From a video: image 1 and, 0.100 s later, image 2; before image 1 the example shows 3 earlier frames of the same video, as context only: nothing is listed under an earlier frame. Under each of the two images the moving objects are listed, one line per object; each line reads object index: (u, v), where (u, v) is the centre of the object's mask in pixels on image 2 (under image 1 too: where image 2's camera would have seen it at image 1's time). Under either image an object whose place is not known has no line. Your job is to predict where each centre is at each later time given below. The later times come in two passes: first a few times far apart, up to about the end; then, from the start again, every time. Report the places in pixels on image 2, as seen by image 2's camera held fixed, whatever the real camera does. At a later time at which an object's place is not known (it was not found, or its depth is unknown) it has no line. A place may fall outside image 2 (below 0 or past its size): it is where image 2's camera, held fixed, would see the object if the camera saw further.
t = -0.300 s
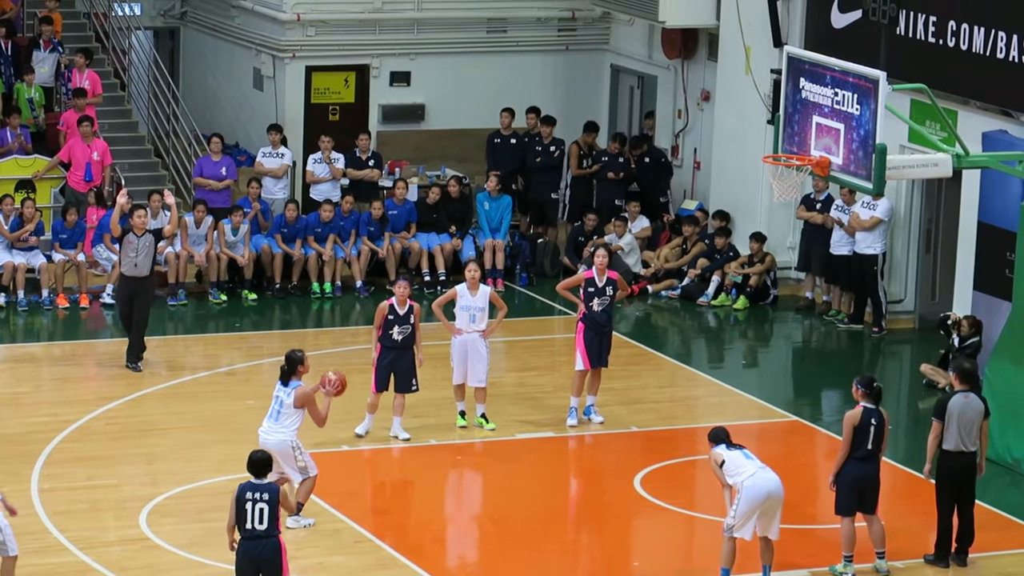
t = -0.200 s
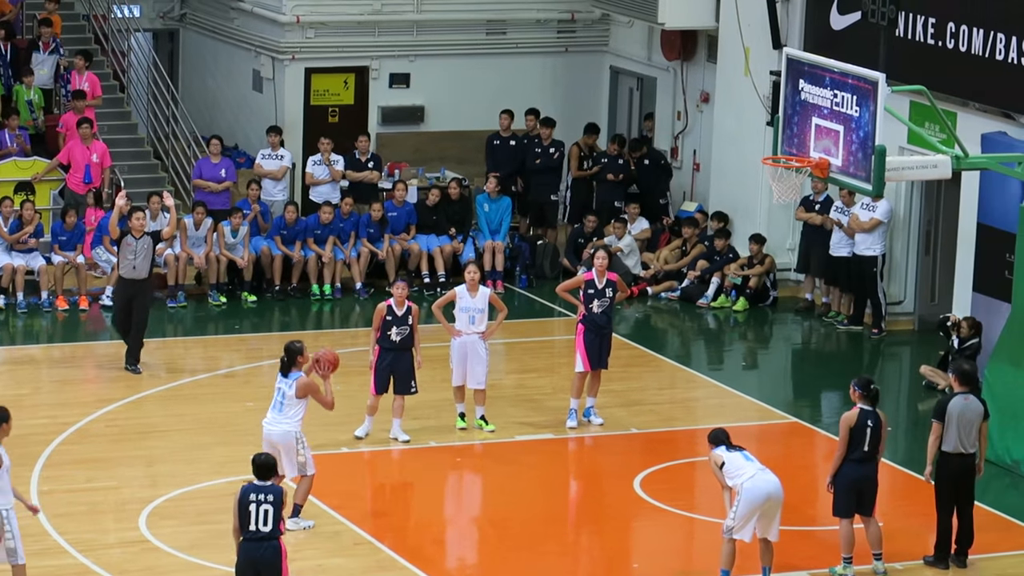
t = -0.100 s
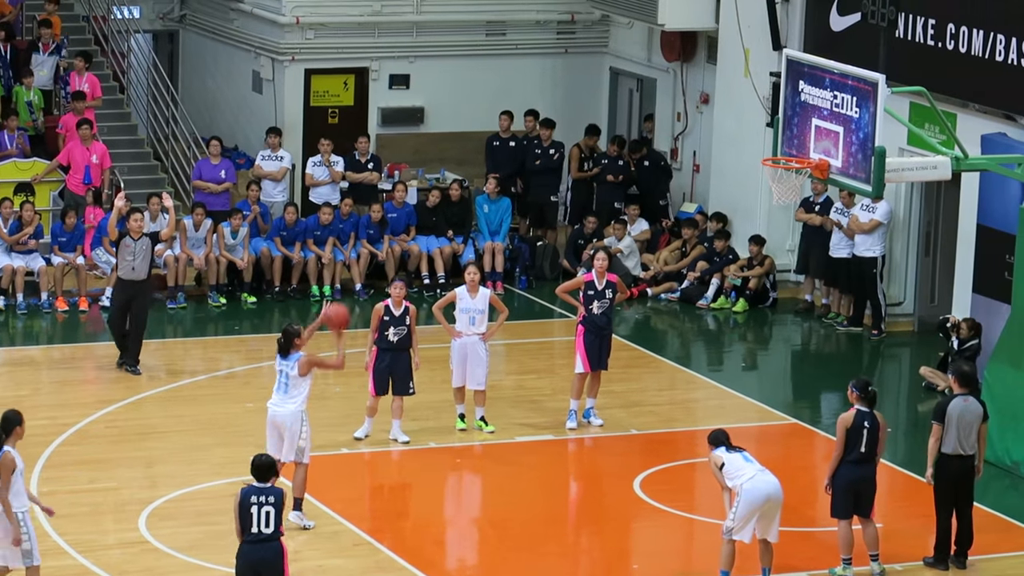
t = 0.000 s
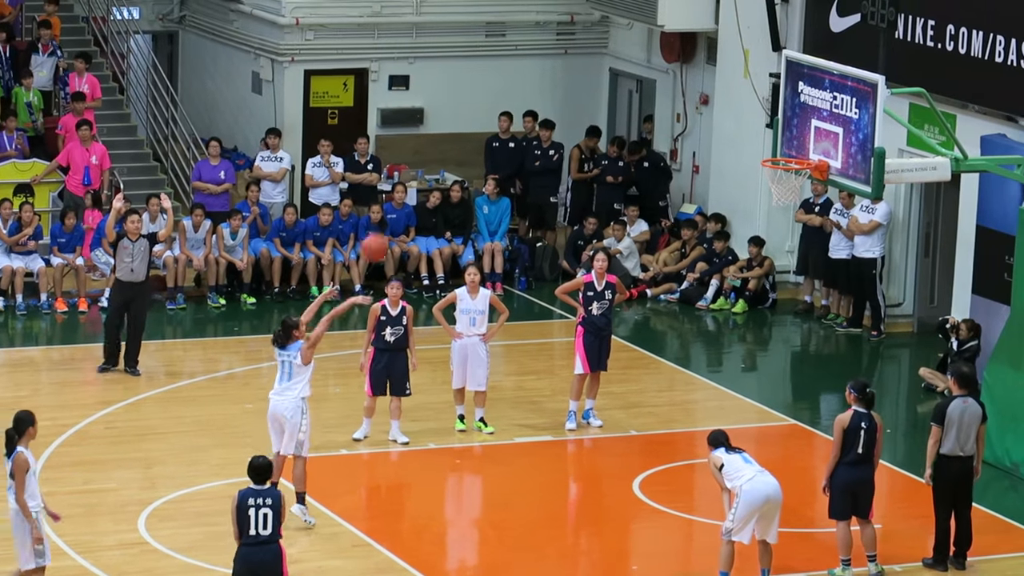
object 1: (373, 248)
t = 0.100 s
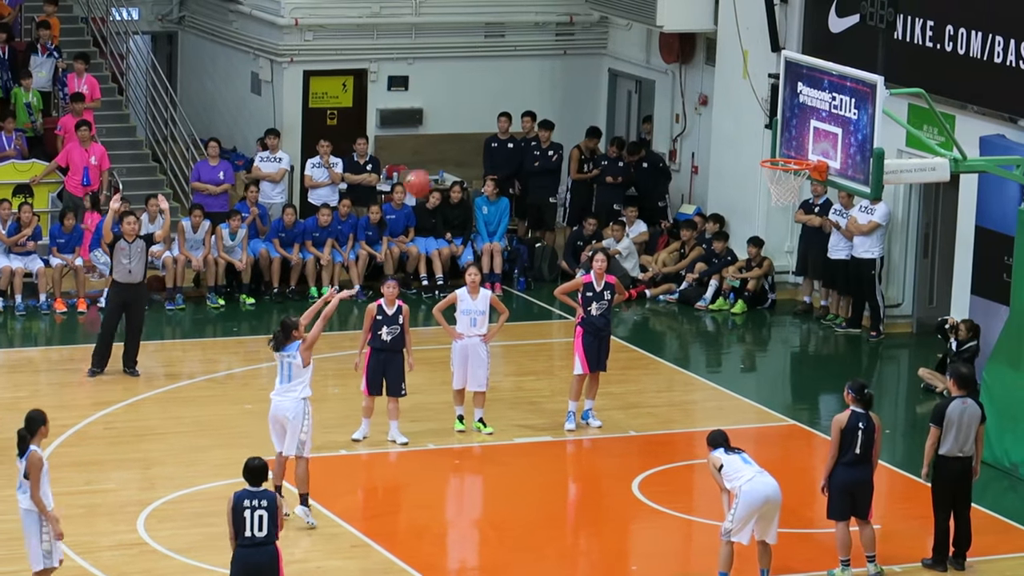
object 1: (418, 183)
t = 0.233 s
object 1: (474, 116)
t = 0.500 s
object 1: (583, 40)
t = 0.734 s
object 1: (674, 40)
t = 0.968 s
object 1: (759, 96)
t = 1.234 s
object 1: (790, 109)
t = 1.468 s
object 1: (759, 67)
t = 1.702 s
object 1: (726, 82)
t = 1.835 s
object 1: (707, 115)
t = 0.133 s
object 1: (432, 164)
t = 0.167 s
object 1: (446, 148)
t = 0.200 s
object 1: (460, 132)
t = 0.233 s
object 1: (474, 116)
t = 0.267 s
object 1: (488, 103)
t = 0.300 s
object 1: (502, 90)
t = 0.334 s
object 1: (516, 79)
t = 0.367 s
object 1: (529, 69)
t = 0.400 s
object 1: (543, 60)
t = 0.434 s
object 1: (557, 52)
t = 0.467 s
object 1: (570, 46)
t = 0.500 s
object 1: (583, 40)
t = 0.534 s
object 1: (596, 36)
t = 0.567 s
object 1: (609, 34)
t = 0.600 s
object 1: (622, 32)
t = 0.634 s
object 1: (635, 32)
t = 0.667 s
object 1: (649, 33)
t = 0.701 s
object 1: (661, 36)
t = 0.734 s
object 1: (674, 40)
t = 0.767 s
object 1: (686, 44)
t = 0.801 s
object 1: (698, 49)
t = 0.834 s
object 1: (711, 56)
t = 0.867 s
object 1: (723, 64)
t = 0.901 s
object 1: (735, 74)
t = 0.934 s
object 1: (746, 84)
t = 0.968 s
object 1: (759, 96)
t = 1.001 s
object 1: (770, 108)
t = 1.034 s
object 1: (781, 122)
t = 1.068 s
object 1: (792, 137)
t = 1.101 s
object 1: (803, 153)
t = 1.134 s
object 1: (802, 145)
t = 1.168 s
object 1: (798, 132)
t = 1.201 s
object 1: (794, 120)
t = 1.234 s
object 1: (790, 109)
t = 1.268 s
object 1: (786, 100)
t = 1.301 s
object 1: (782, 91)
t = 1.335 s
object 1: (777, 84)
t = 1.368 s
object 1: (773, 78)
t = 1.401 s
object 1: (768, 73)
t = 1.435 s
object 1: (764, 69)
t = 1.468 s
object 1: (759, 67)
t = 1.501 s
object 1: (755, 65)
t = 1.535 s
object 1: (750, 65)
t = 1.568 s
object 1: (745, 66)
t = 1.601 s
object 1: (741, 68)
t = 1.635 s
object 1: (736, 71)
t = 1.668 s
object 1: (731, 76)
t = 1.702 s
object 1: (726, 82)
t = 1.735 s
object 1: (721, 88)
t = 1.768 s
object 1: (716, 96)
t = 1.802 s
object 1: (712, 105)
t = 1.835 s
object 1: (707, 115)
